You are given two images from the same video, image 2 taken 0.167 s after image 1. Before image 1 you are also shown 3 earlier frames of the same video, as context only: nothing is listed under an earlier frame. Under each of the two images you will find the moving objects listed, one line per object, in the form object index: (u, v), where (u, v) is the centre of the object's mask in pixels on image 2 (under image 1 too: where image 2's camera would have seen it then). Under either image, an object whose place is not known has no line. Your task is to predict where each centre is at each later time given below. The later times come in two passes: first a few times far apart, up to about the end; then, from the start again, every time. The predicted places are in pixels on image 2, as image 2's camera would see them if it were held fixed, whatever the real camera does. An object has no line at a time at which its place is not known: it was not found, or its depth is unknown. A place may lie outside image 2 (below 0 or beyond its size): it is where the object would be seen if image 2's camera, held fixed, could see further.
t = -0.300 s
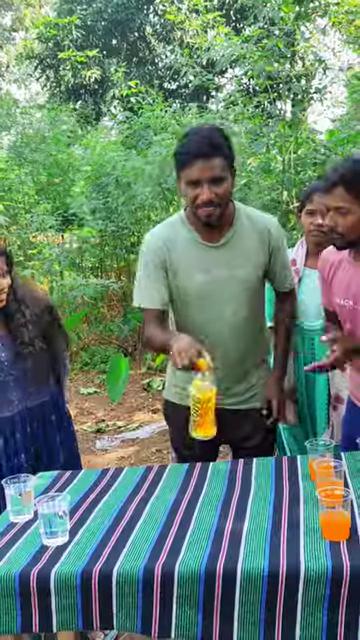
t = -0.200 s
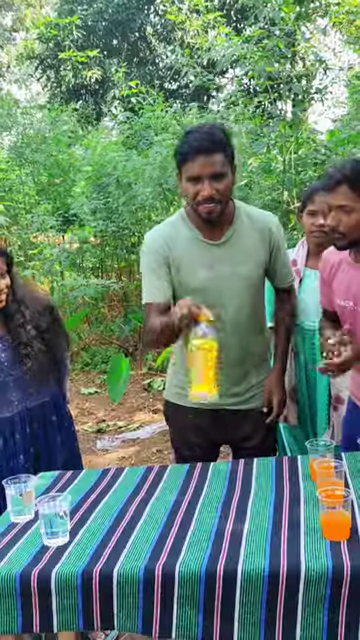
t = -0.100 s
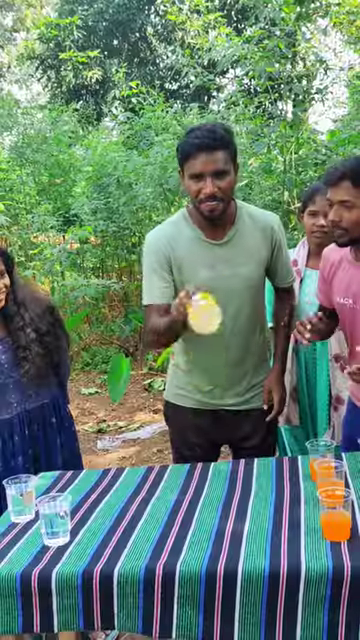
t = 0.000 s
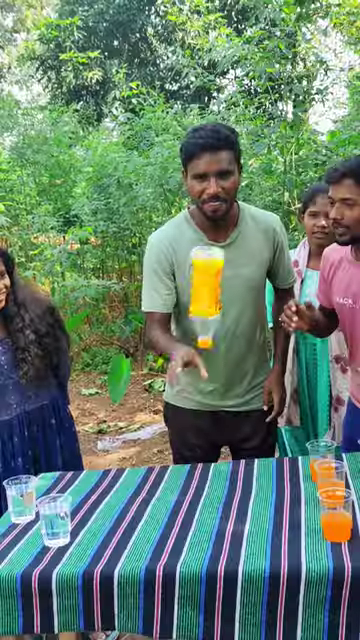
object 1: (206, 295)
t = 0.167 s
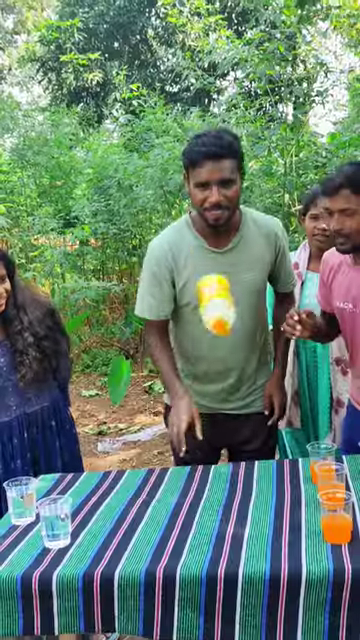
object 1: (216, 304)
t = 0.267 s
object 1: (223, 381)
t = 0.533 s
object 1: (239, 531)
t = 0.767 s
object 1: (240, 533)
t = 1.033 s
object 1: (239, 533)
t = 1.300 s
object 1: (239, 533)
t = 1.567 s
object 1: (239, 533)
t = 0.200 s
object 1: (218, 323)
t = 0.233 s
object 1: (220, 350)
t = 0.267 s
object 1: (223, 381)
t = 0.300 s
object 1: (226, 419)
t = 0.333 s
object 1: (229, 461)
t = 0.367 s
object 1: (232, 506)
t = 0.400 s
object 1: (235, 525)
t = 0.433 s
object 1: (237, 524)
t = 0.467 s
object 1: (237, 526)
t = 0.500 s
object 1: (238, 529)
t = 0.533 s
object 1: (239, 531)
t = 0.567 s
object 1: (240, 533)
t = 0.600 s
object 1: (240, 533)
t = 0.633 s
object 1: (239, 533)
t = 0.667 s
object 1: (240, 533)
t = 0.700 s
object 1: (240, 533)
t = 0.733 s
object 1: (240, 533)
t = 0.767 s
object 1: (240, 533)
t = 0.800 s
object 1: (240, 533)
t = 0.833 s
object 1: (240, 533)
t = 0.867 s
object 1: (240, 533)
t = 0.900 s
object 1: (240, 533)
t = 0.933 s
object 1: (240, 533)
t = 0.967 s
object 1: (239, 533)
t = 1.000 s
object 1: (239, 533)
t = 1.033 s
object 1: (239, 533)
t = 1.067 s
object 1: (239, 533)
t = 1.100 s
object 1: (239, 533)
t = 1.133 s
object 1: (239, 533)
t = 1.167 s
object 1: (239, 533)
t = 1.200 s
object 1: (240, 533)
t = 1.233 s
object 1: (239, 533)
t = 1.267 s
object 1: (239, 533)
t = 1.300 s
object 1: (239, 533)
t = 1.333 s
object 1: (239, 533)
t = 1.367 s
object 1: (239, 533)
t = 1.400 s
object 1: (239, 533)
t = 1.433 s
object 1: (239, 533)
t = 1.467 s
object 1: (239, 533)
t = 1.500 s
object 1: (239, 533)
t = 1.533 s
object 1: (239, 533)
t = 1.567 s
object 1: (239, 533)
